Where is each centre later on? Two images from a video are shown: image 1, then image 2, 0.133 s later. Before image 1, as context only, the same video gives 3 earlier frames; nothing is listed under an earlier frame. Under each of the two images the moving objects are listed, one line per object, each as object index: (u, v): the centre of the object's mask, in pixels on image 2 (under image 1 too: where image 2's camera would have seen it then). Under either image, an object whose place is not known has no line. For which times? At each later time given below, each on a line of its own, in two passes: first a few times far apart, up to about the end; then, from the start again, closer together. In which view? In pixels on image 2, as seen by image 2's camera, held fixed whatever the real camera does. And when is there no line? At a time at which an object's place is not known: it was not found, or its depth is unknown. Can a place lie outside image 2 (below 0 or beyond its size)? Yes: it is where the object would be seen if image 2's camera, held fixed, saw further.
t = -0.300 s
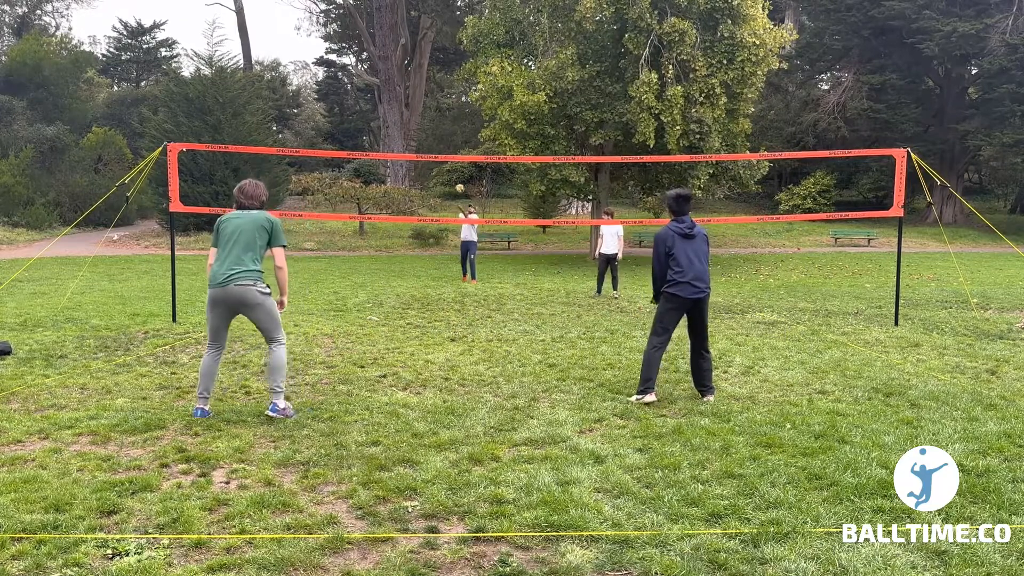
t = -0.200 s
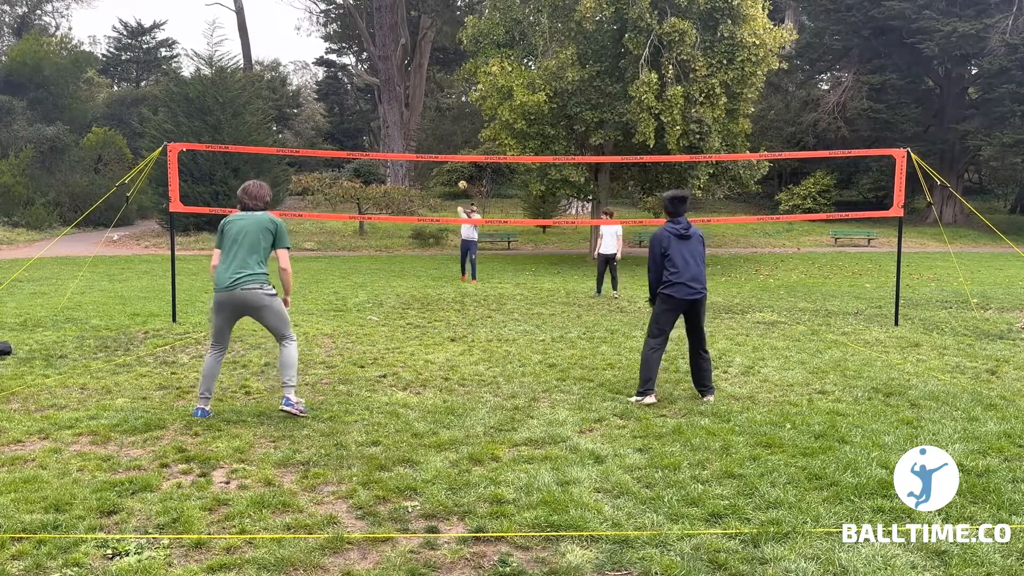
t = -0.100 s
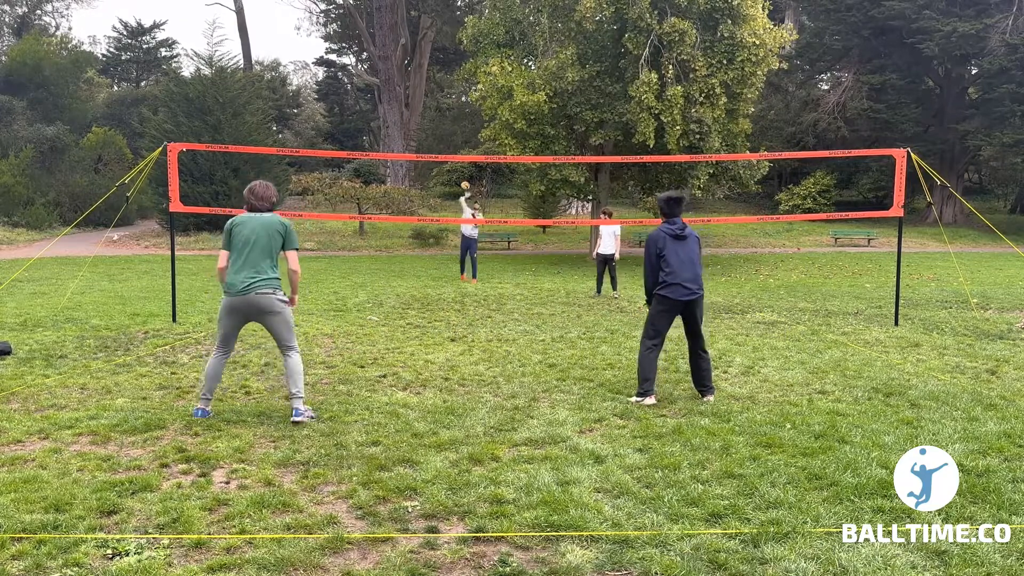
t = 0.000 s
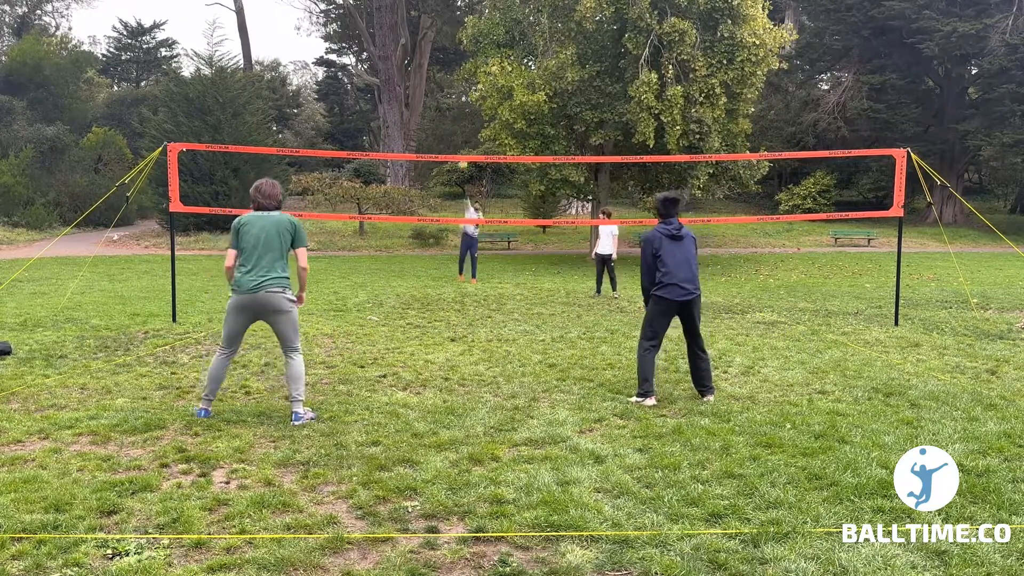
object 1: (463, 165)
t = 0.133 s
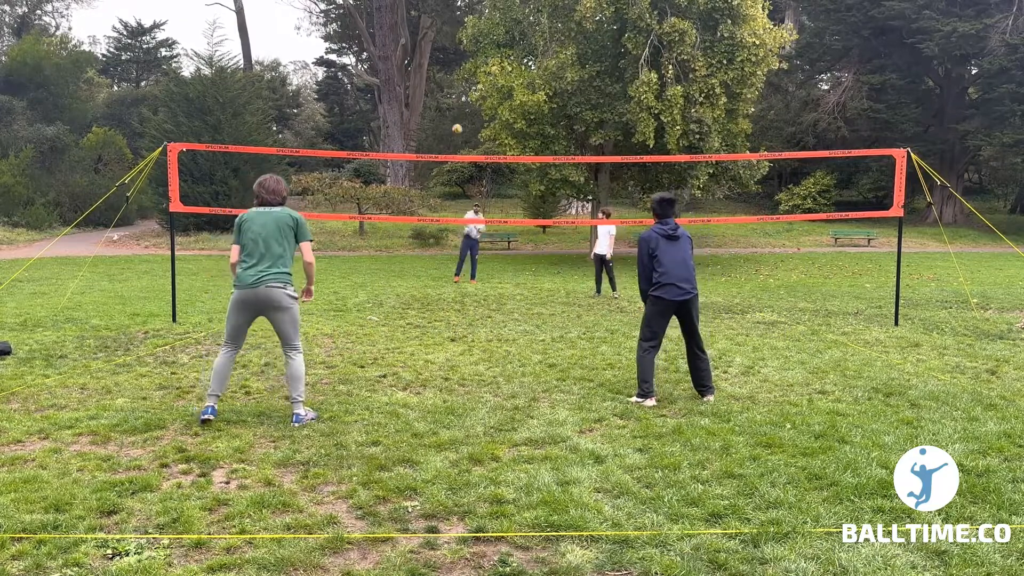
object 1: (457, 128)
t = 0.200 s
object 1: (455, 112)
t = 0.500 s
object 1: (440, 47)
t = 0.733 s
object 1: (426, 16)
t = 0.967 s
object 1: (403, 22)
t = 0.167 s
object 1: (456, 121)
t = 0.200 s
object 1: (455, 112)
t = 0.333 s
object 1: (449, 80)
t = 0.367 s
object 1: (447, 72)
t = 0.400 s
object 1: (446, 66)
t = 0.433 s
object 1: (444, 60)
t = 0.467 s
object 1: (442, 53)
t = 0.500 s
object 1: (440, 47)
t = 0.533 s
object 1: (439, 41)
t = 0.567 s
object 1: (437, 36)
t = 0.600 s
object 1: (435, 31)
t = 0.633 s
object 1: (433, 26)
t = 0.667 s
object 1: (431, 22)
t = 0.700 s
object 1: (429, 18)
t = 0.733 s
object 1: (426, 16)
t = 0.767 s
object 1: (424, 15)
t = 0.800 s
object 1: (421, 12)
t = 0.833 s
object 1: (417, 12)
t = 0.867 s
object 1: (415, 14)
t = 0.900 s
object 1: (411, 16)
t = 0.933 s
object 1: (407, 18)
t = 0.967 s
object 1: (403, 22)
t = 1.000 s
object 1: (398, 28)
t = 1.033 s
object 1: (393, 36)
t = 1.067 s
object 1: (388, 45)
